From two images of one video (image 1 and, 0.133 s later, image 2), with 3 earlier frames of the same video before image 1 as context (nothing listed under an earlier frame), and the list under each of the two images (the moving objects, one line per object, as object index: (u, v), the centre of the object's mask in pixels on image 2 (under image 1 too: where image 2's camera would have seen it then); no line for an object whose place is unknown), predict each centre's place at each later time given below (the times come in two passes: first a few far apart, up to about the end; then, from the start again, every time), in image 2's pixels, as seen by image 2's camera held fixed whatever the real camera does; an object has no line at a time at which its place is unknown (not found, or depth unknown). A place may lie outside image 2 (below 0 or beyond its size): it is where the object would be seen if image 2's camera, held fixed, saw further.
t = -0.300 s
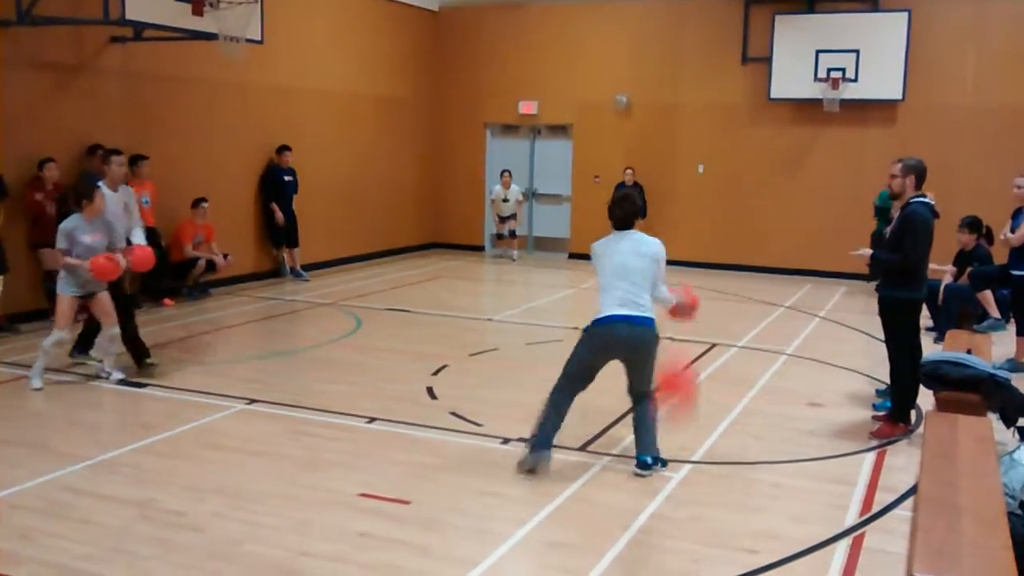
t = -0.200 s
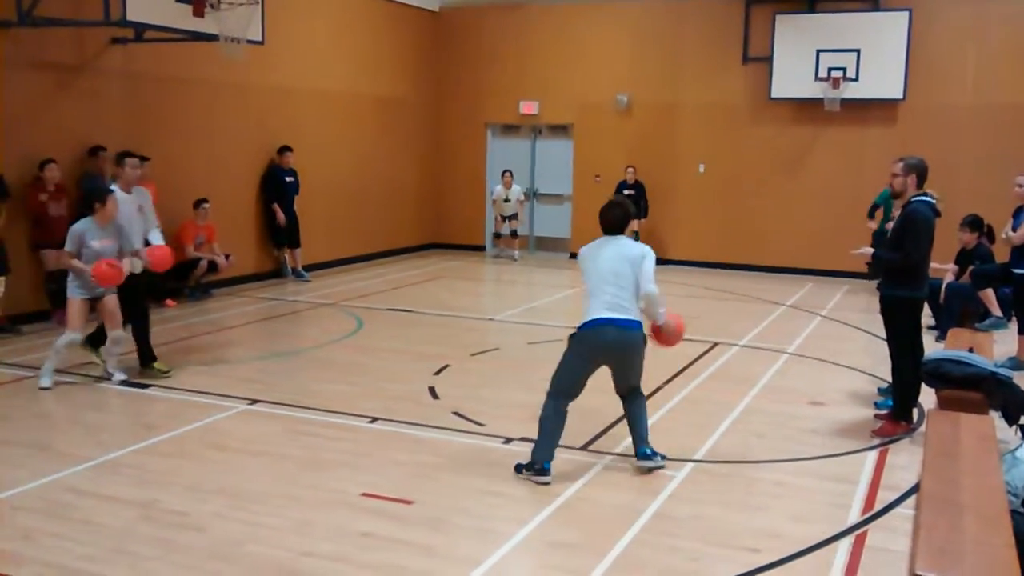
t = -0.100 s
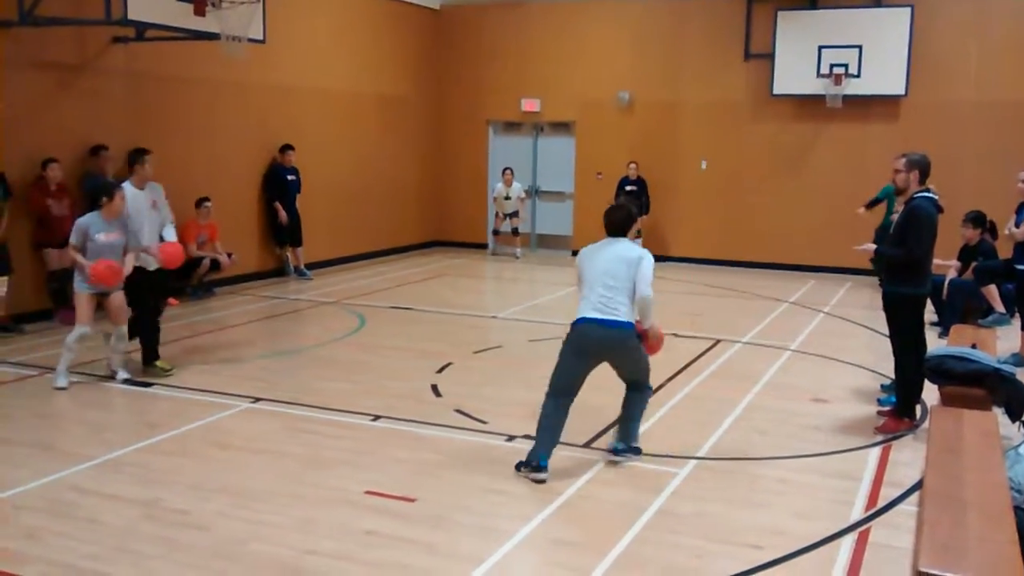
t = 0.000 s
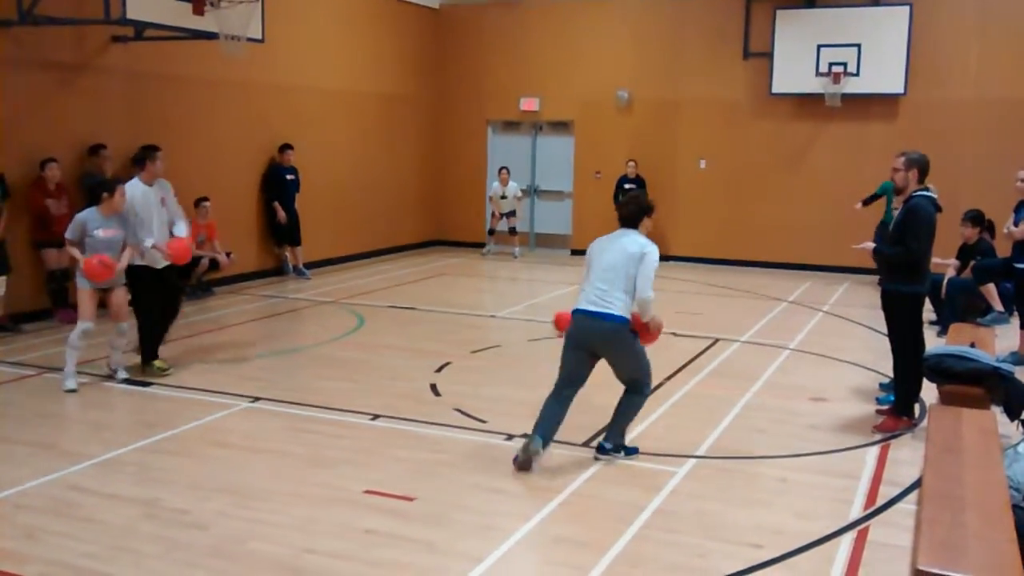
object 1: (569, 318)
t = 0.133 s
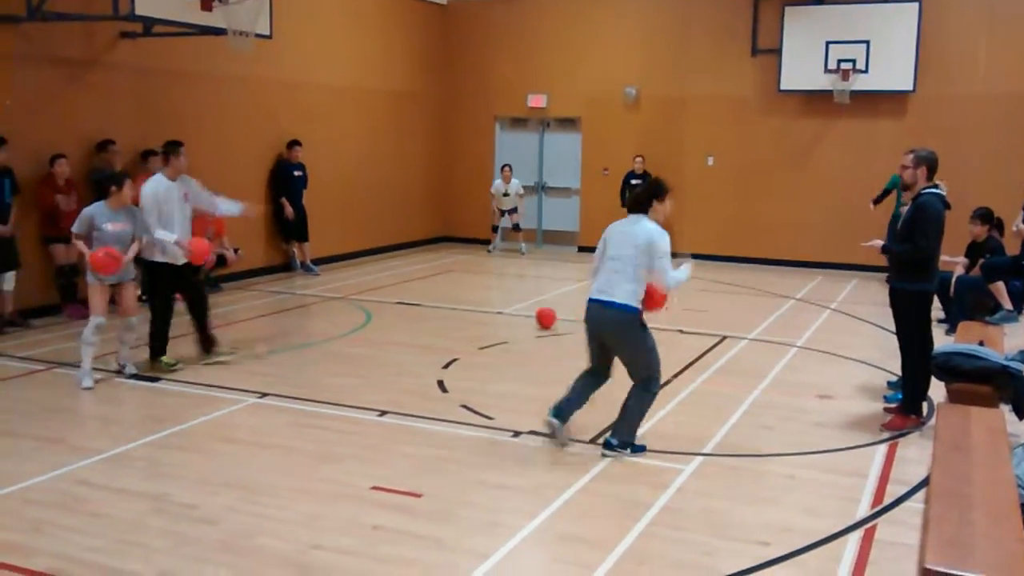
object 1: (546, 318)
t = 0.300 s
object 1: (516, 315)
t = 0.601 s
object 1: (467, 310)
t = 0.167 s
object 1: (539, 317)
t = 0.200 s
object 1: (533, 317)
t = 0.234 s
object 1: (528, 316)
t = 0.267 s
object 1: (522, 315)
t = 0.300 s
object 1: (516, 315)
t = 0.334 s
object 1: (511, 314)
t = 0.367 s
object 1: (505, 314)
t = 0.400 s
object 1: (500, 313)
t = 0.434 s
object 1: (494, 313)
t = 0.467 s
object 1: (488, 313)
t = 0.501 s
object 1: (483, 312)
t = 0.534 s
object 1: (477, 311)
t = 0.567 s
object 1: (472, 310)
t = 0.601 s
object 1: (467, 310)
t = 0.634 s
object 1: (461, 310)
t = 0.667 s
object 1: (456, 309)
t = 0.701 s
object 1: (451, 308)
